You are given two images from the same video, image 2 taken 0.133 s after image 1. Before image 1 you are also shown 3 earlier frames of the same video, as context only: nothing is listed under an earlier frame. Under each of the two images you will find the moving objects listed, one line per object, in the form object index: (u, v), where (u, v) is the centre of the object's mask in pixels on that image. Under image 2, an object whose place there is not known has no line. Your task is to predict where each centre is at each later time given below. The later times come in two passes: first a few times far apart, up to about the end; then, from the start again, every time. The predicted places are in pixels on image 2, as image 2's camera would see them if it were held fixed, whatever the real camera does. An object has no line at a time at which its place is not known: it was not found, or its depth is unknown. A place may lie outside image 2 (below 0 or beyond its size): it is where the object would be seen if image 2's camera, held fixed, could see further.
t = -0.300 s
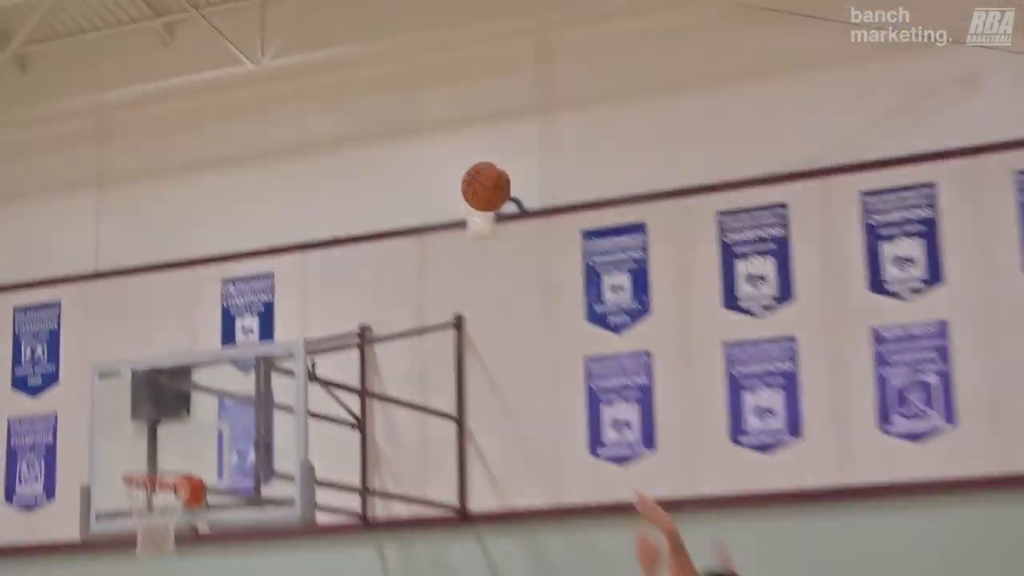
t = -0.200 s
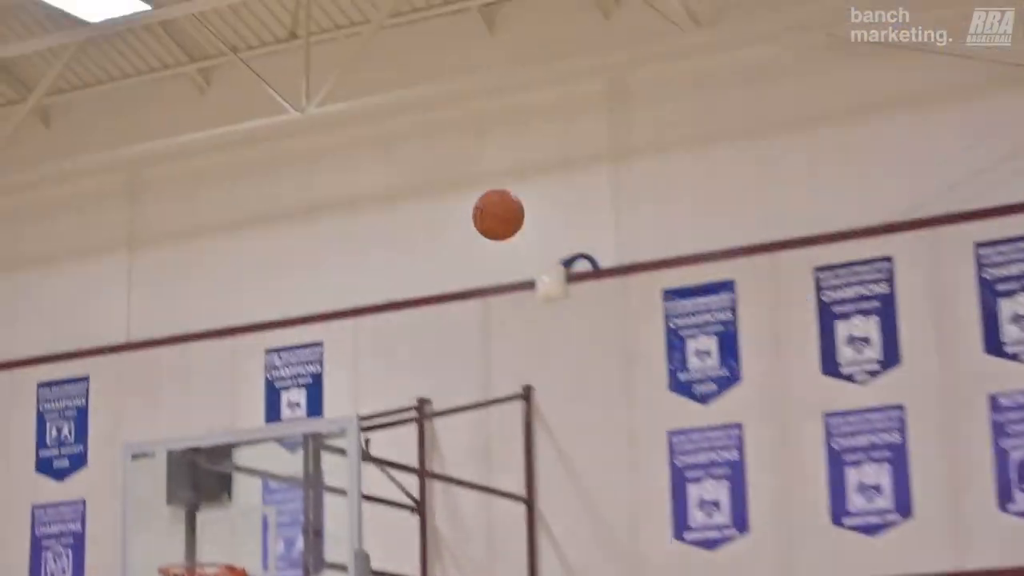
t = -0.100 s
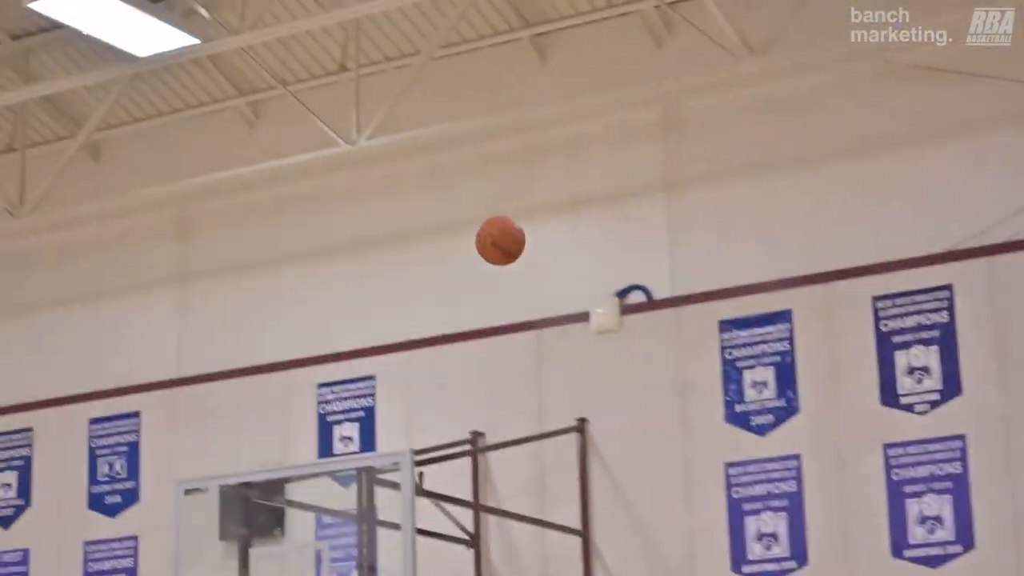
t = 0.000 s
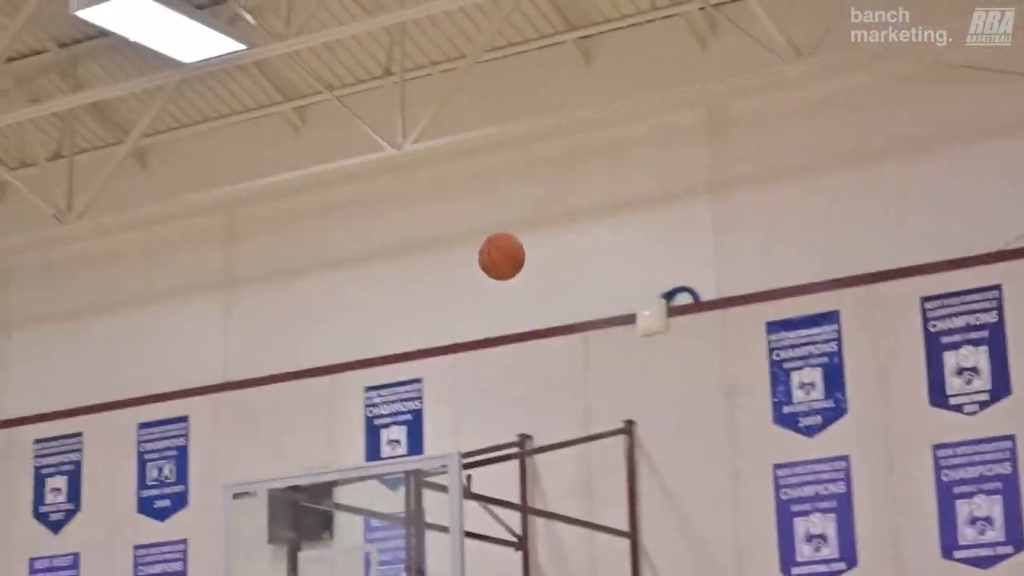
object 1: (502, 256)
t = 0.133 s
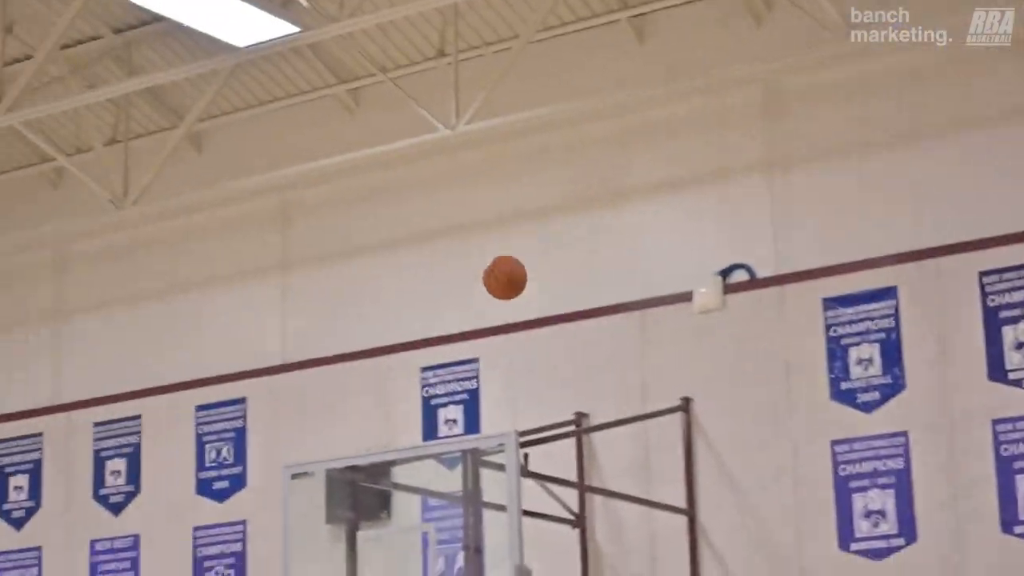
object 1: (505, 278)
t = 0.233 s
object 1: (470, 326)
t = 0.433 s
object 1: (408, 459)
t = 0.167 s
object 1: (493, 292)
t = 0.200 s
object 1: (481, 308)
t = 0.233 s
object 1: (470, 326)
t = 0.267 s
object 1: (458, 345)
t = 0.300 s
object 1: (448, 366)
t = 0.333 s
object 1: (437, 388)
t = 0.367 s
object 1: (427, 410)
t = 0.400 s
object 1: (418, 434)
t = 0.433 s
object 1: (408, 459)
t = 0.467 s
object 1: (399, 484)
